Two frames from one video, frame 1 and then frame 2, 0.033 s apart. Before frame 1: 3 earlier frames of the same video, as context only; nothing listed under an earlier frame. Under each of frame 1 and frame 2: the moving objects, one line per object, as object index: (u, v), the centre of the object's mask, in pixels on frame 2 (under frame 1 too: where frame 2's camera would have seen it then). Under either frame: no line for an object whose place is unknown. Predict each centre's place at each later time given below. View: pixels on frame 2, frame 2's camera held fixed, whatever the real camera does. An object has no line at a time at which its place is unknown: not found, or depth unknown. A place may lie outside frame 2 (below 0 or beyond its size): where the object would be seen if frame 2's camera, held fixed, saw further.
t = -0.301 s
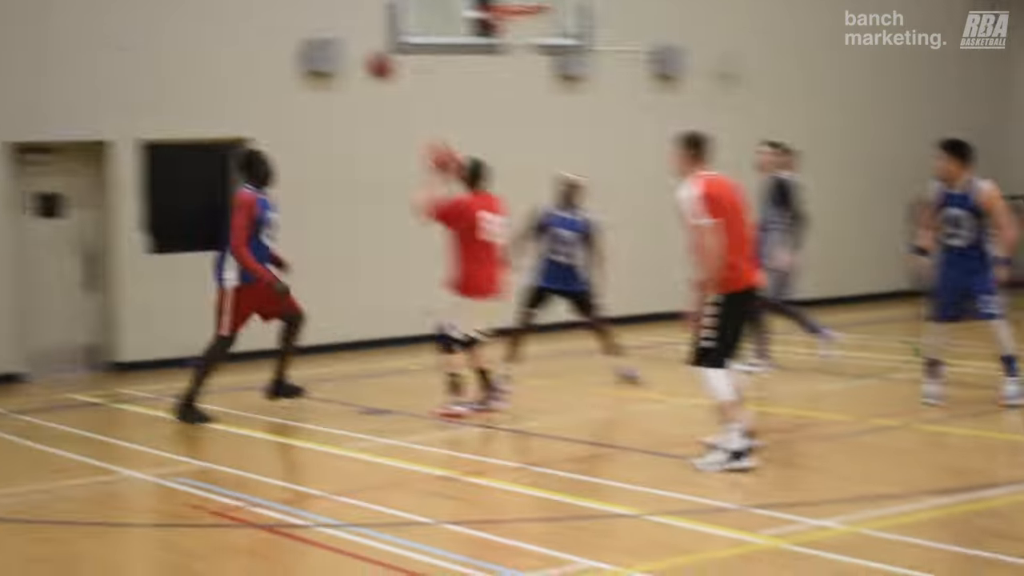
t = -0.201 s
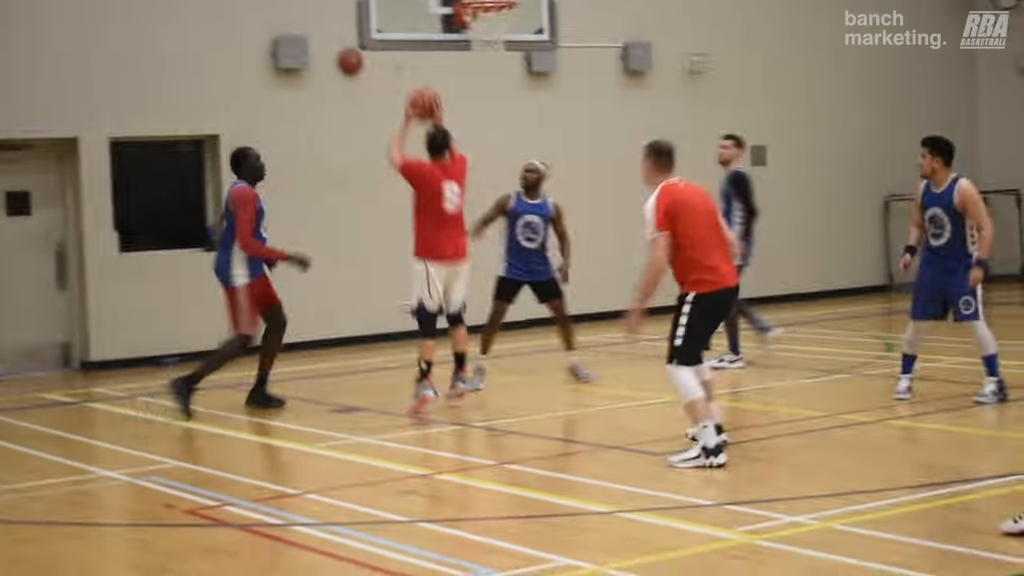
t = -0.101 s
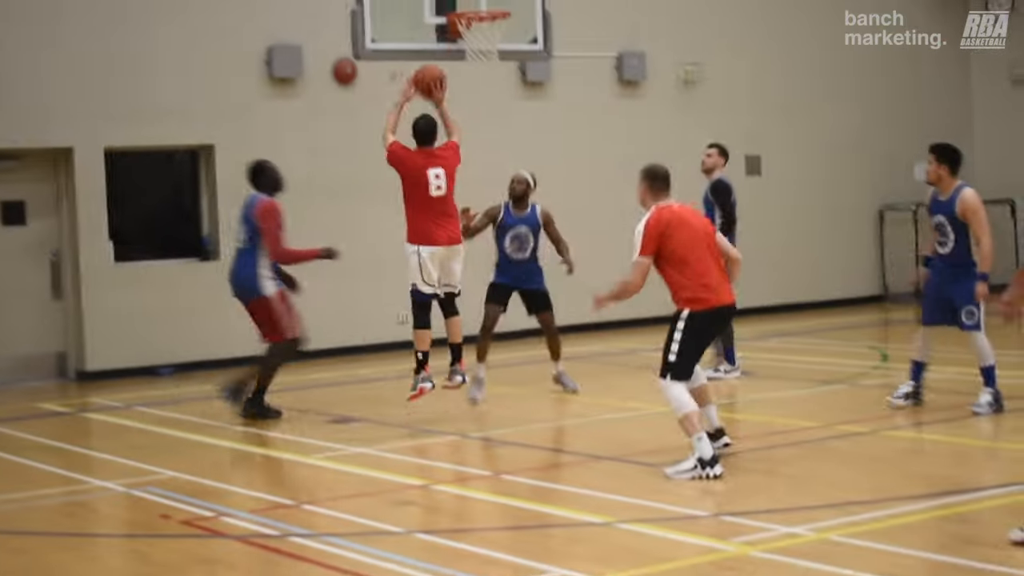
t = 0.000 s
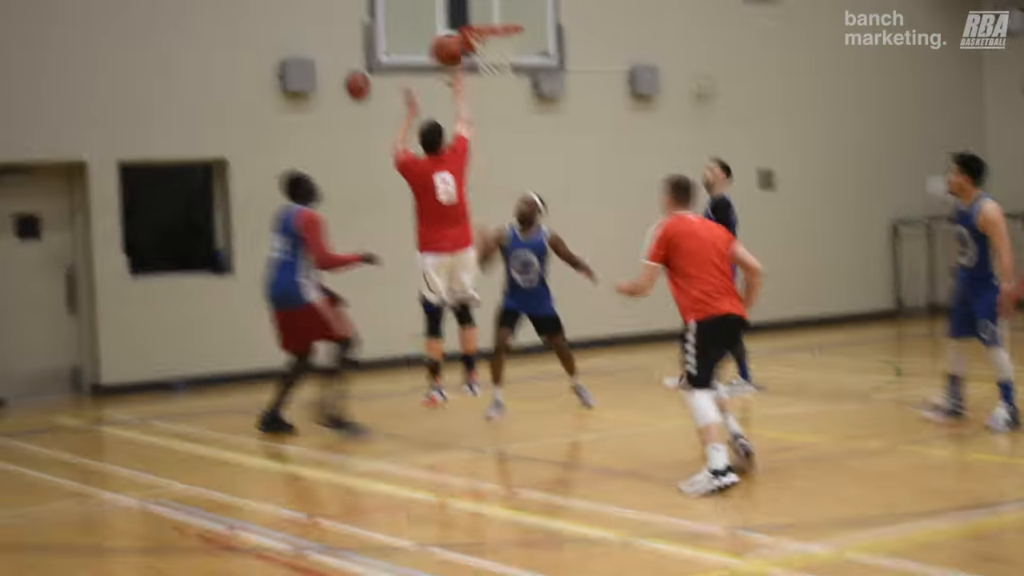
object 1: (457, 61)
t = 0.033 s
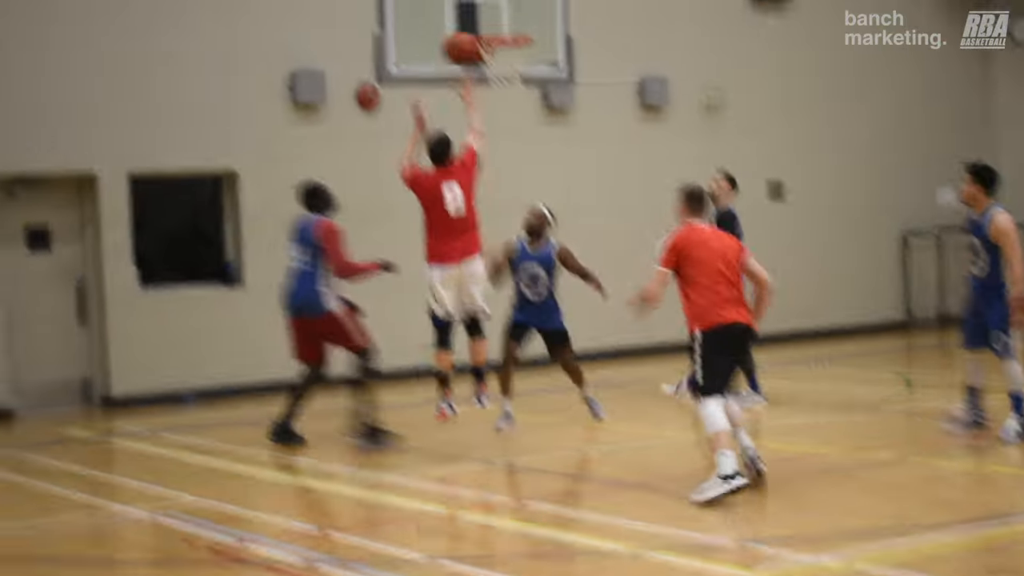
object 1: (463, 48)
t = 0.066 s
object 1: (463, 35)
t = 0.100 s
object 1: (464, 22)
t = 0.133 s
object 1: (468, 14)
